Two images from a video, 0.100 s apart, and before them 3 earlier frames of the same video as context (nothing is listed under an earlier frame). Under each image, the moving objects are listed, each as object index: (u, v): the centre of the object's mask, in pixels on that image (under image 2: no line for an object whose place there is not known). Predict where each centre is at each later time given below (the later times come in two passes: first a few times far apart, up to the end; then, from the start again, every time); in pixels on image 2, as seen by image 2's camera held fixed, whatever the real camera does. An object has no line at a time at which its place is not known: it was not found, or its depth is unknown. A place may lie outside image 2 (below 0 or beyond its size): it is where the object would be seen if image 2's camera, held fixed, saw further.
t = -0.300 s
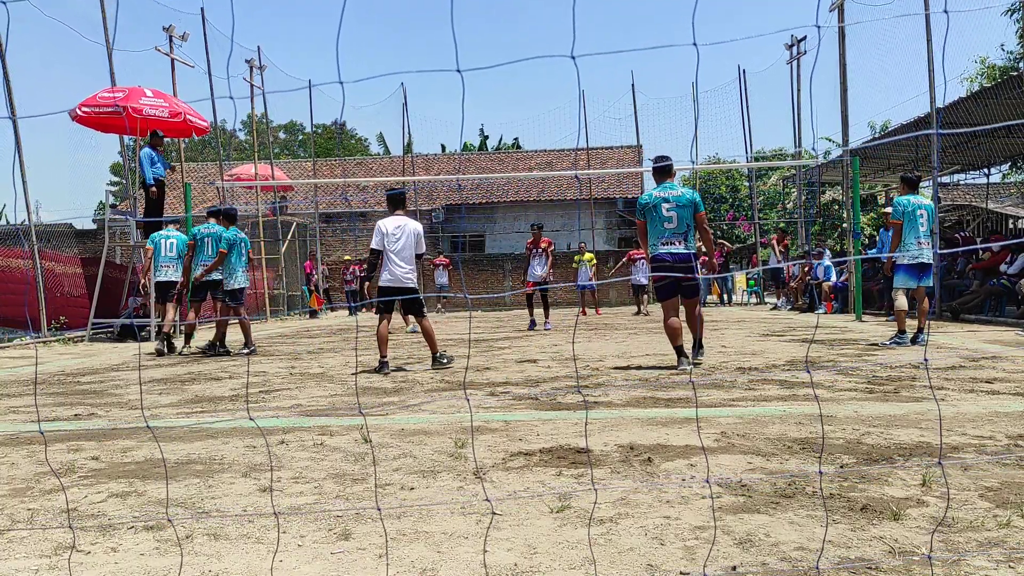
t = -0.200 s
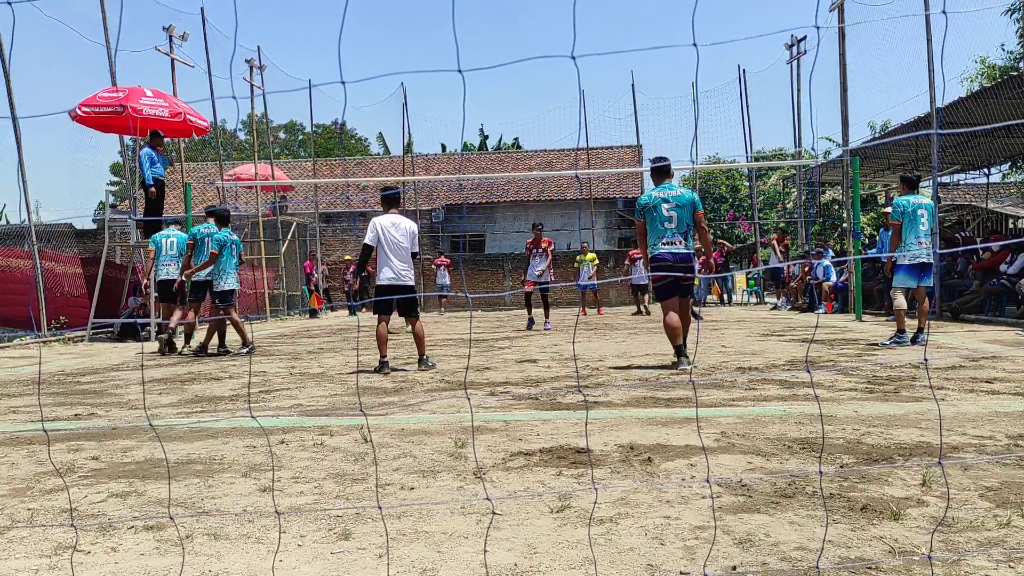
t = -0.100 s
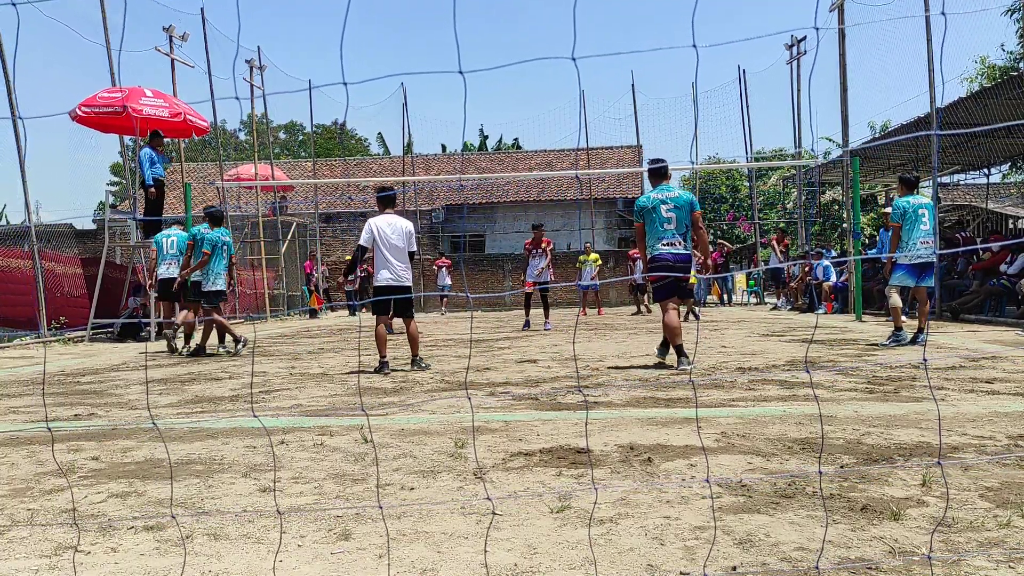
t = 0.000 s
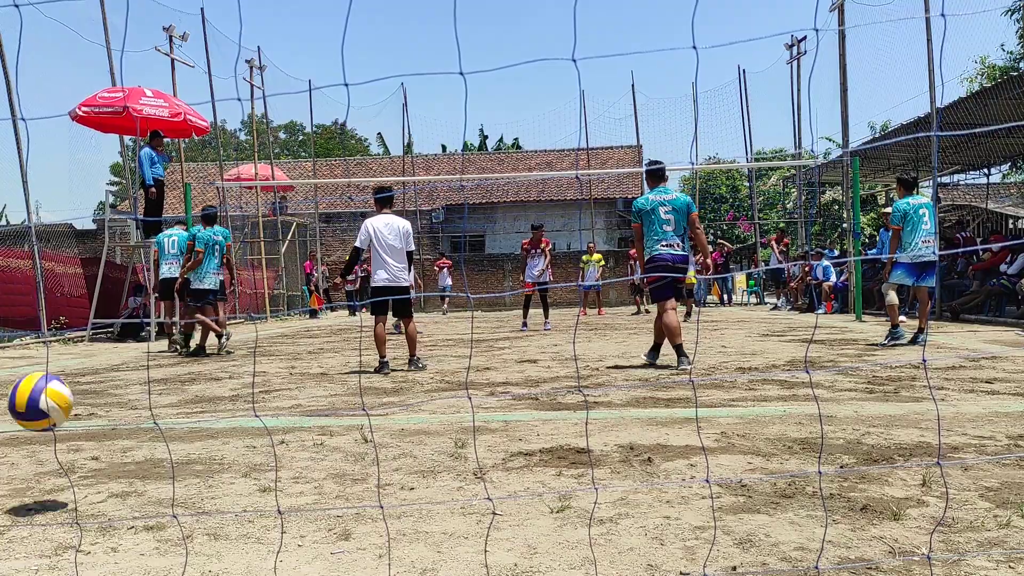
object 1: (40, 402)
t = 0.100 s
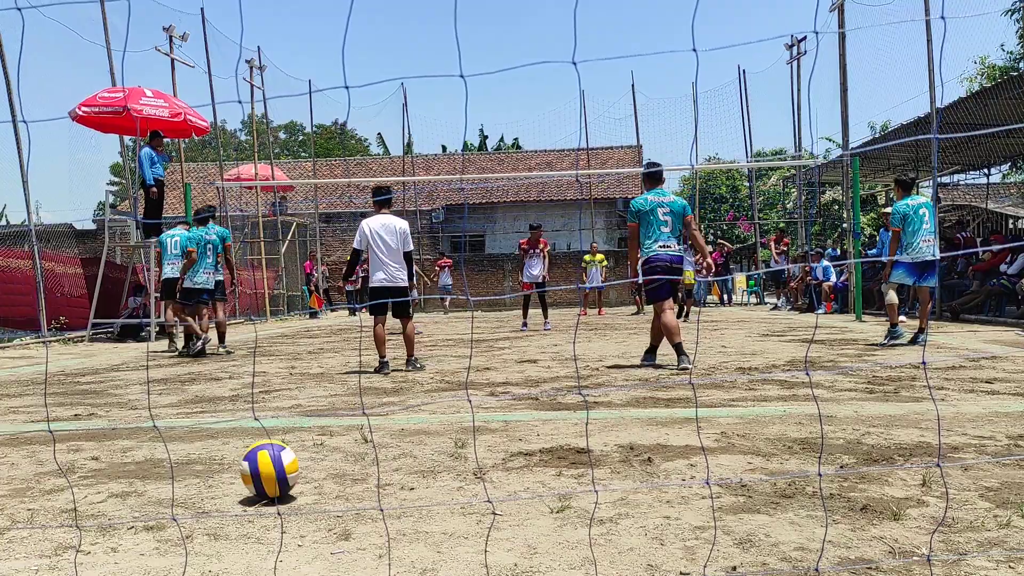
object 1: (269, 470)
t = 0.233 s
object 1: (464, 389)
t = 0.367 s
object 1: (648, 345)
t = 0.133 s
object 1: (323, 456)
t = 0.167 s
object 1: (371, 430)
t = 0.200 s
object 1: (418, 408)
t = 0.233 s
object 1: (464, 389)
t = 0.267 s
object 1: (510, 374)
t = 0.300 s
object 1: (556, 361)
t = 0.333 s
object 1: (602, 352)
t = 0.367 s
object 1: (648, 345)
